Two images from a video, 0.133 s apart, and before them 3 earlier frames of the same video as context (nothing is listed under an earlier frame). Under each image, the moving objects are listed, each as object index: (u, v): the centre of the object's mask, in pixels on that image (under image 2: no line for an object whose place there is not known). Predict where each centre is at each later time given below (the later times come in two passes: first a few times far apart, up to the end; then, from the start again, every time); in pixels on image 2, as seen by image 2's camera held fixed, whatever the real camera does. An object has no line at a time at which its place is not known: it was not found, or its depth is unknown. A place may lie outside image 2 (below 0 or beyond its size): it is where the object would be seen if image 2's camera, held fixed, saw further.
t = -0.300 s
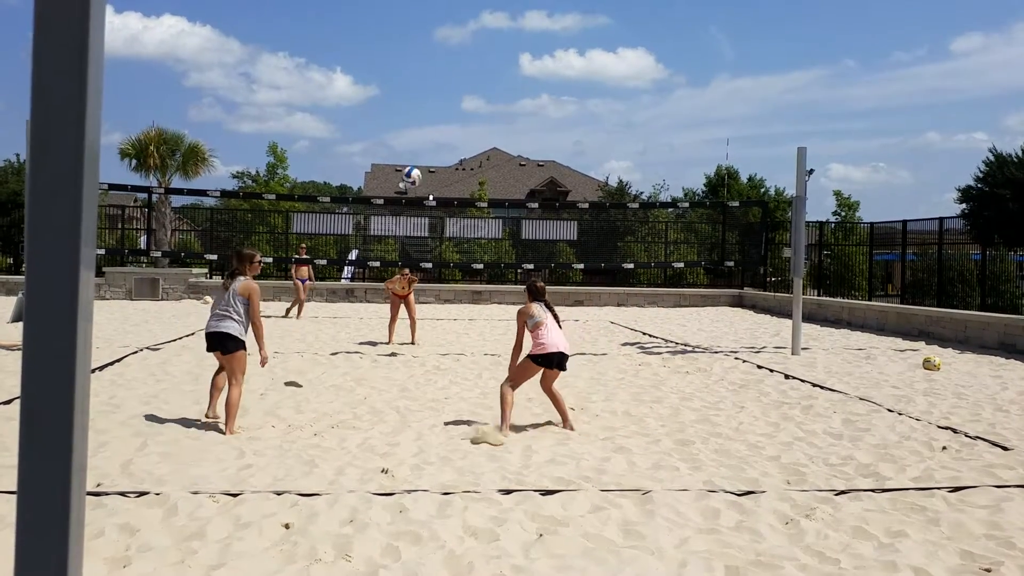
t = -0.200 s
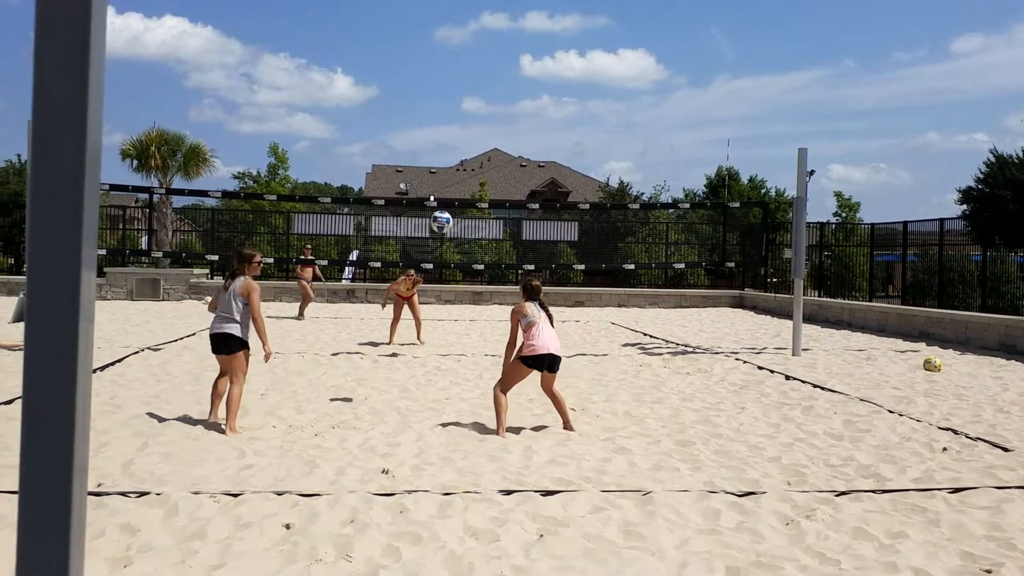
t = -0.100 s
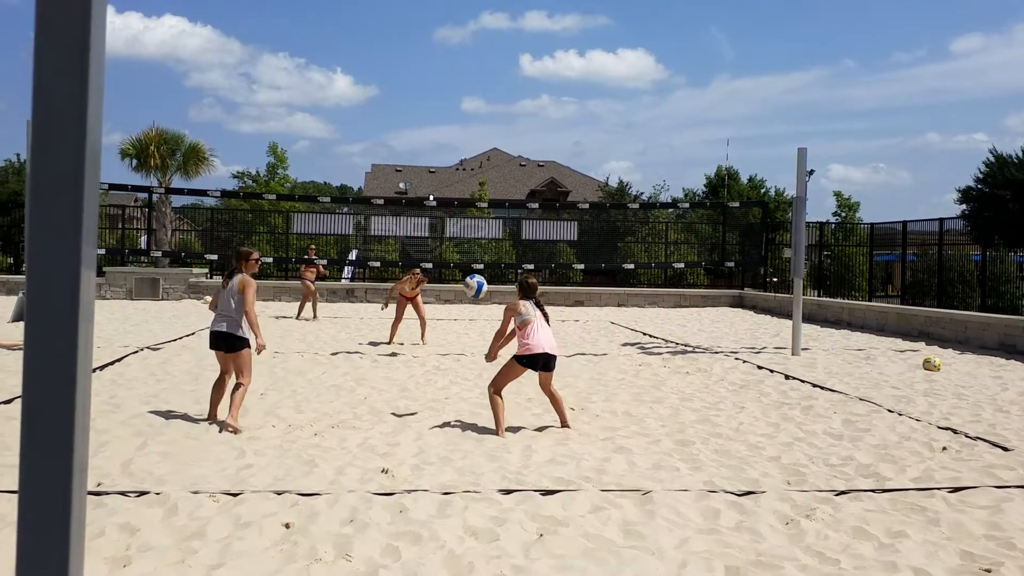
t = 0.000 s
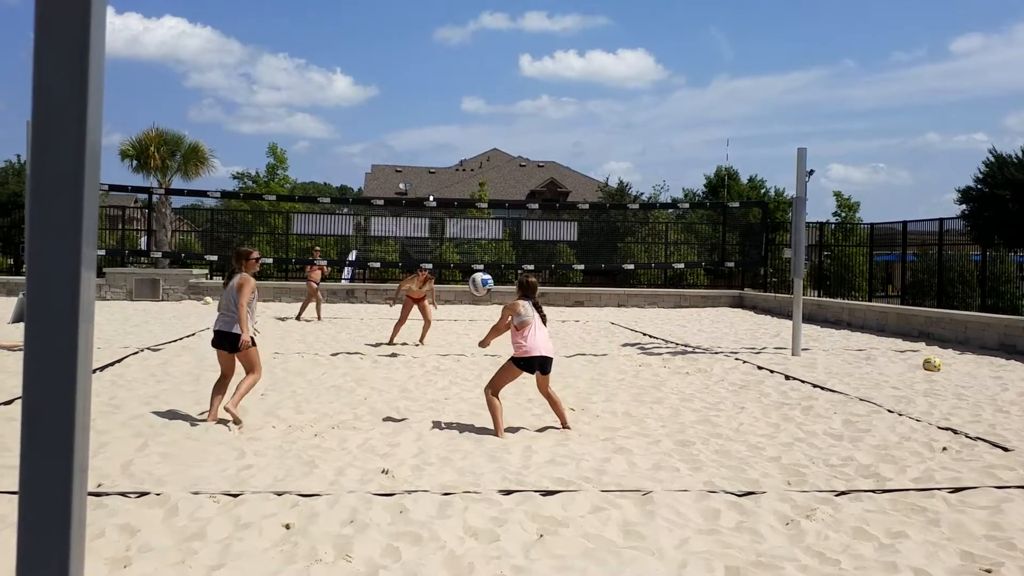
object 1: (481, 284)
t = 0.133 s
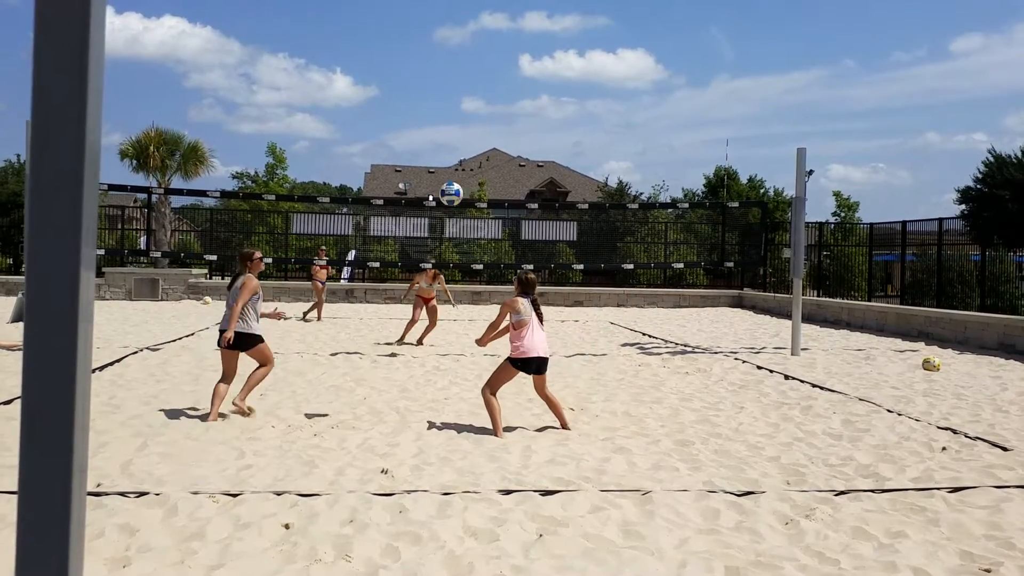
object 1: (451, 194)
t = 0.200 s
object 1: (437, 158)
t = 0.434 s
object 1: (392, 71)
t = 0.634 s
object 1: (356, 45)
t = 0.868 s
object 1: (318, 63)
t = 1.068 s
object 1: (288, 114)
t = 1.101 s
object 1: (282, 126)
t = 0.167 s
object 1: (444, 175)
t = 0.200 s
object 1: (437, 158)
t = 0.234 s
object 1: (430, 141)
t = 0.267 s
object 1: (423, 127)
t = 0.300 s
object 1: (417, 113)
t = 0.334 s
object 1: (411, 100)
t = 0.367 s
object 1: (404, 90)
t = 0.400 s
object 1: (398, 80)
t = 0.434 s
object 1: (392, 71)
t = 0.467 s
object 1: (385, 64)
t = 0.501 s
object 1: (380, 59)
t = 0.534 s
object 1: (374, 54)
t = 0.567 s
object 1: (368, 49)
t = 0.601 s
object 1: (362, 47)
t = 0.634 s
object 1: (356, 45)
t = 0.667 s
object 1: (351, 45)
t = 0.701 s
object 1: (345, 45)
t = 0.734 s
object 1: (339, 47)
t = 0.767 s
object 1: (334, 50)
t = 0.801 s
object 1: (328, 53)
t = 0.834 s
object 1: (323, 57)
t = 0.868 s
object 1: (318, 63)
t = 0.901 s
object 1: (313, 69)
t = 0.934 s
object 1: (307, 77)
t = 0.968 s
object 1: (302, 85)
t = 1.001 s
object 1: (297, 94)
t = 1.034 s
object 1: (292, 104)
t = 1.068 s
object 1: (288, 114)
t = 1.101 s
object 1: (282, 126)
